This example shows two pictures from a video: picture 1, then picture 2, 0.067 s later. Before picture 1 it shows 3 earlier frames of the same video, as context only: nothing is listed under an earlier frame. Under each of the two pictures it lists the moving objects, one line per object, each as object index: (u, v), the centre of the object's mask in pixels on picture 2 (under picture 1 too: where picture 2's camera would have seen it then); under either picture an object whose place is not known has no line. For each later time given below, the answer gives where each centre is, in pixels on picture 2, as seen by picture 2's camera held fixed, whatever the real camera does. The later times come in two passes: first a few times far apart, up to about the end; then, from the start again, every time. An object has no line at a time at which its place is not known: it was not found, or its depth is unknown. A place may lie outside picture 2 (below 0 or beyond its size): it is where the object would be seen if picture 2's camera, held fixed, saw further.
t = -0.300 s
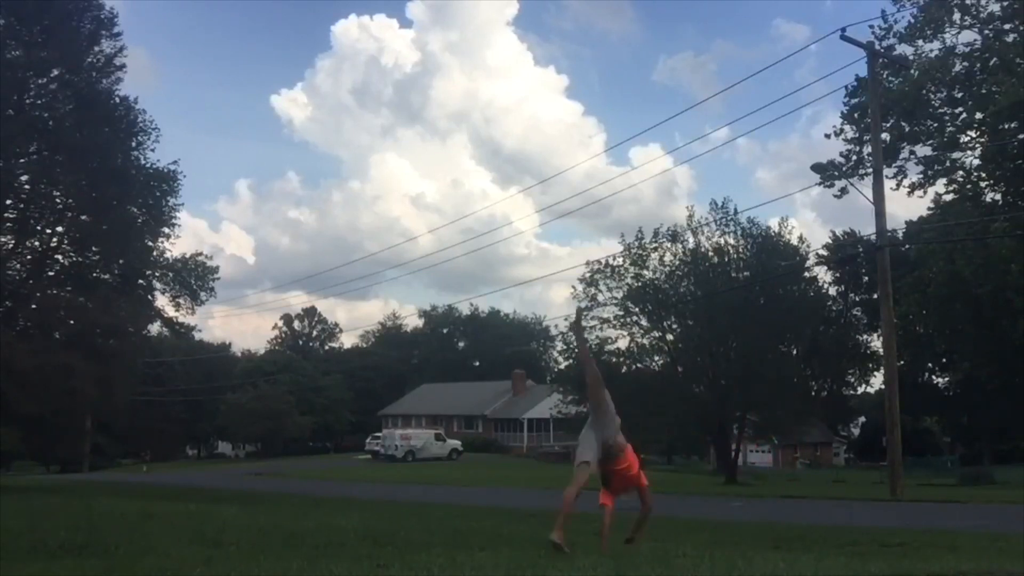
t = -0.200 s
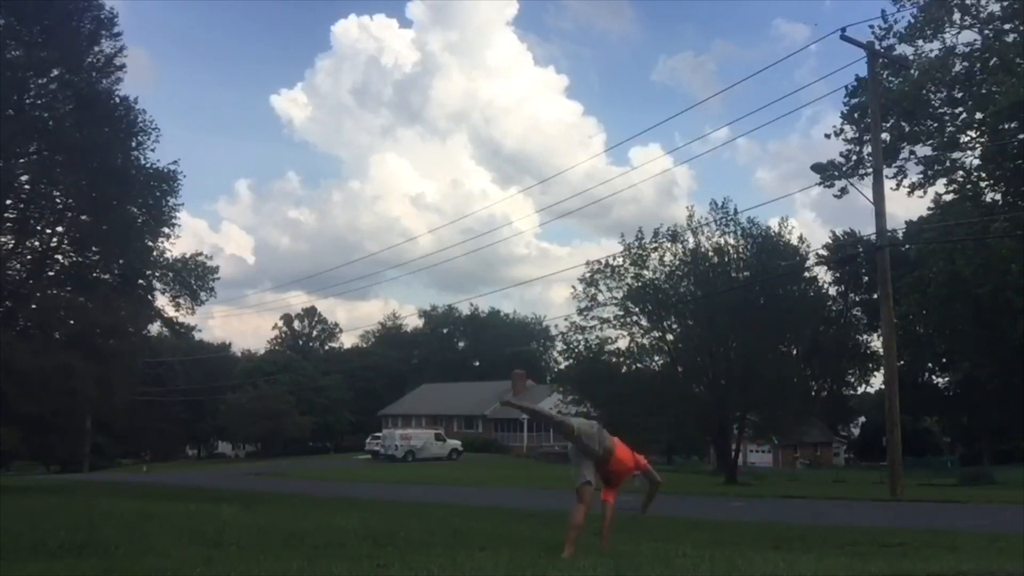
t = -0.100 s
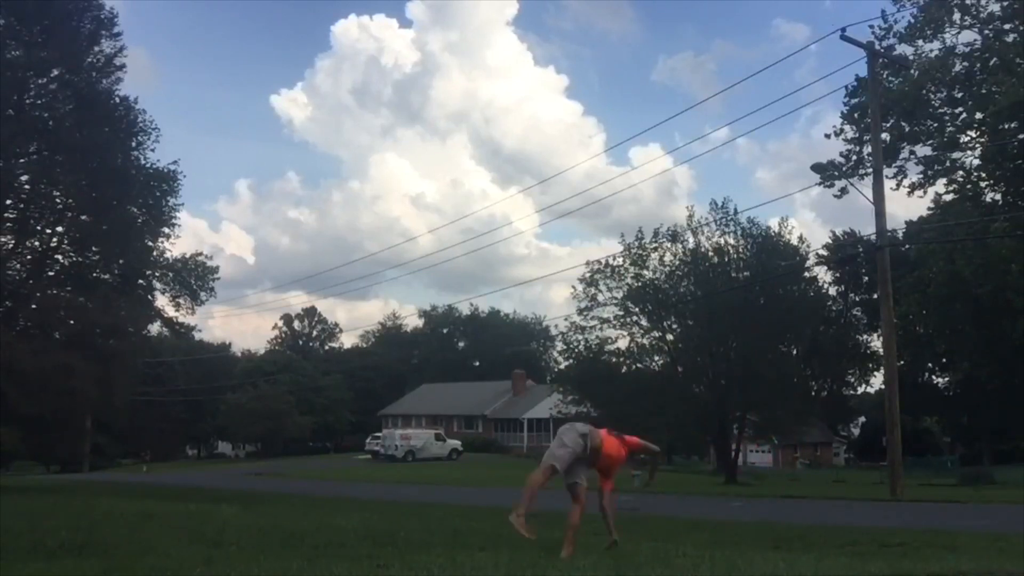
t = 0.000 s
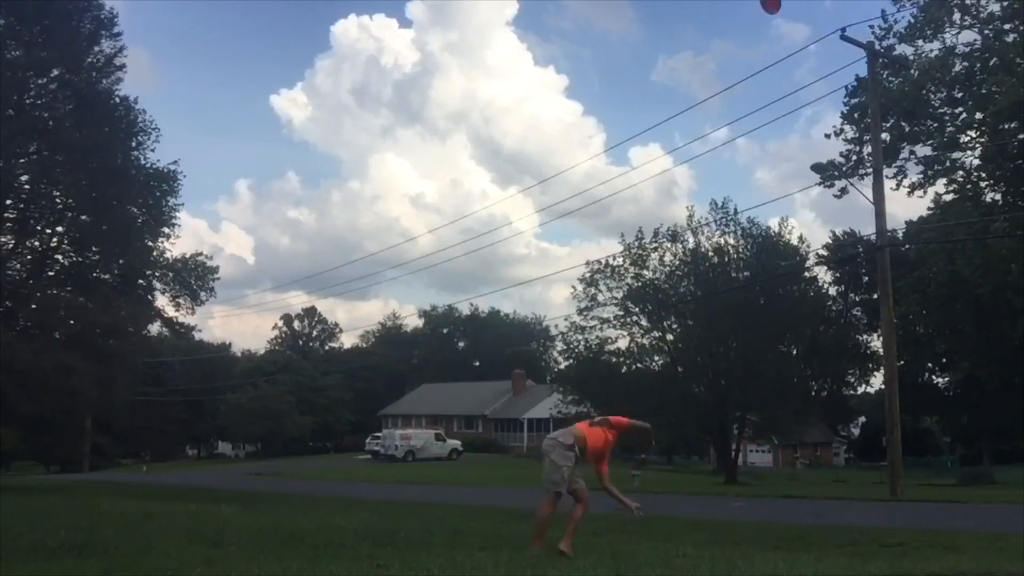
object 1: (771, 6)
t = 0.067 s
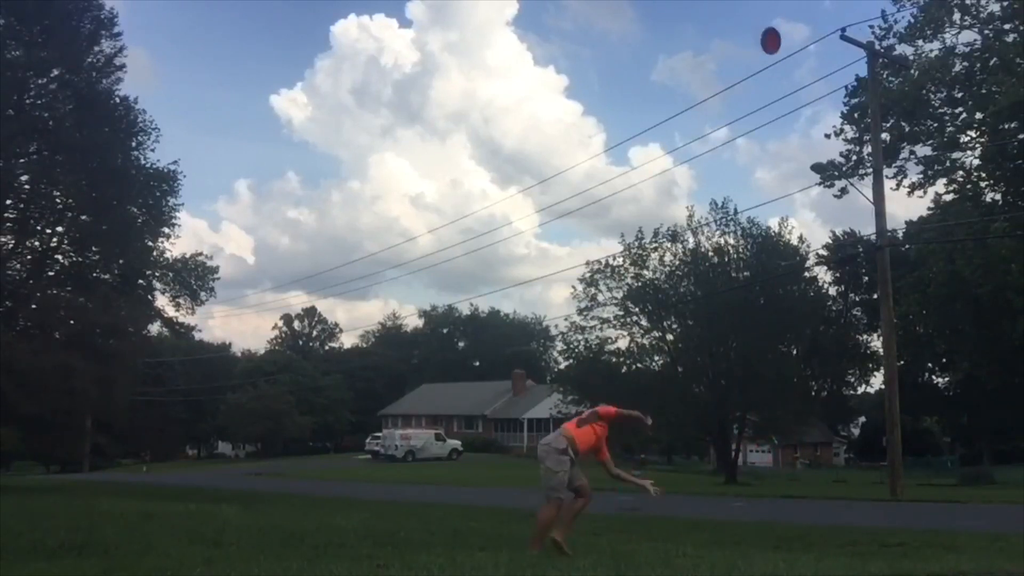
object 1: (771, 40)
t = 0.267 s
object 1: (768, 188)
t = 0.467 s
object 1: (765, 378)
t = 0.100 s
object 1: (770, 62)
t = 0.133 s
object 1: (770, 85)
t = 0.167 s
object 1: (770, 109)
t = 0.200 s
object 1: (770, 134)
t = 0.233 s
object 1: (769, 161)
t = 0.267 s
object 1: (768, 188)
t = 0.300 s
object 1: (768, 217)
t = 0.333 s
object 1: (768, 250)
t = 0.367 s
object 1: (768, 278)
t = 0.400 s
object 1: (767, 310)
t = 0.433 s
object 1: (766, 343)
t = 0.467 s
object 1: (765, 378)
